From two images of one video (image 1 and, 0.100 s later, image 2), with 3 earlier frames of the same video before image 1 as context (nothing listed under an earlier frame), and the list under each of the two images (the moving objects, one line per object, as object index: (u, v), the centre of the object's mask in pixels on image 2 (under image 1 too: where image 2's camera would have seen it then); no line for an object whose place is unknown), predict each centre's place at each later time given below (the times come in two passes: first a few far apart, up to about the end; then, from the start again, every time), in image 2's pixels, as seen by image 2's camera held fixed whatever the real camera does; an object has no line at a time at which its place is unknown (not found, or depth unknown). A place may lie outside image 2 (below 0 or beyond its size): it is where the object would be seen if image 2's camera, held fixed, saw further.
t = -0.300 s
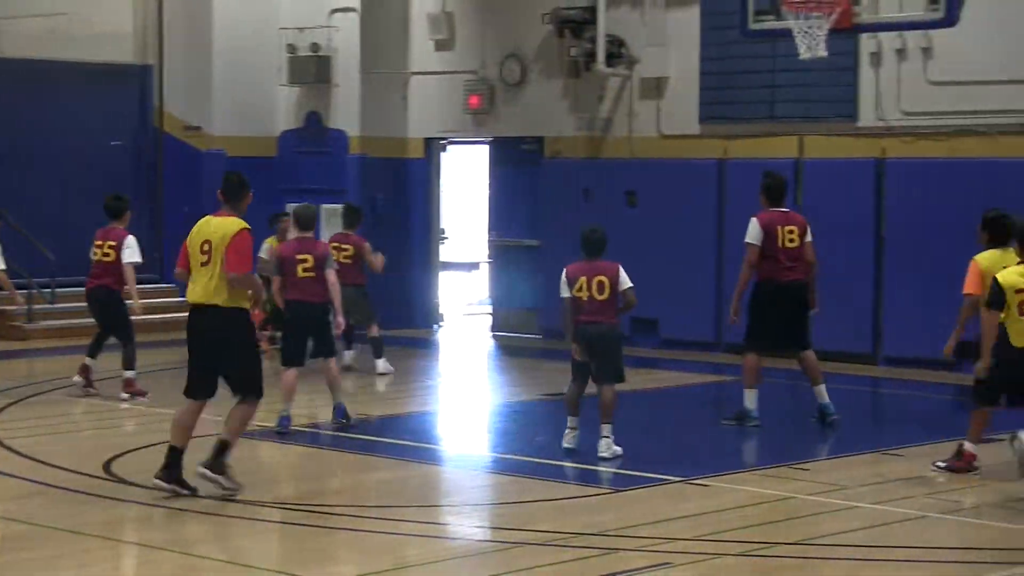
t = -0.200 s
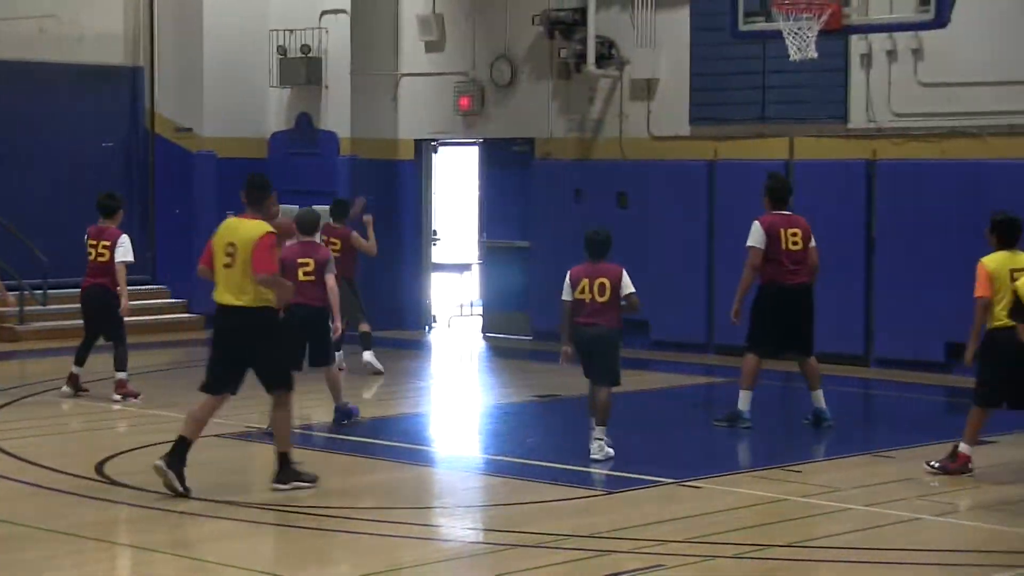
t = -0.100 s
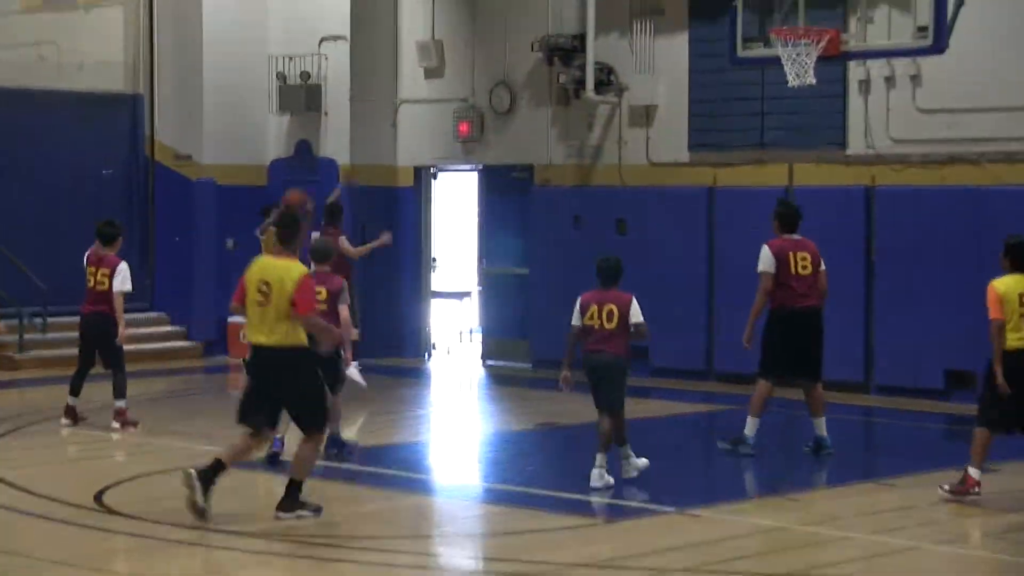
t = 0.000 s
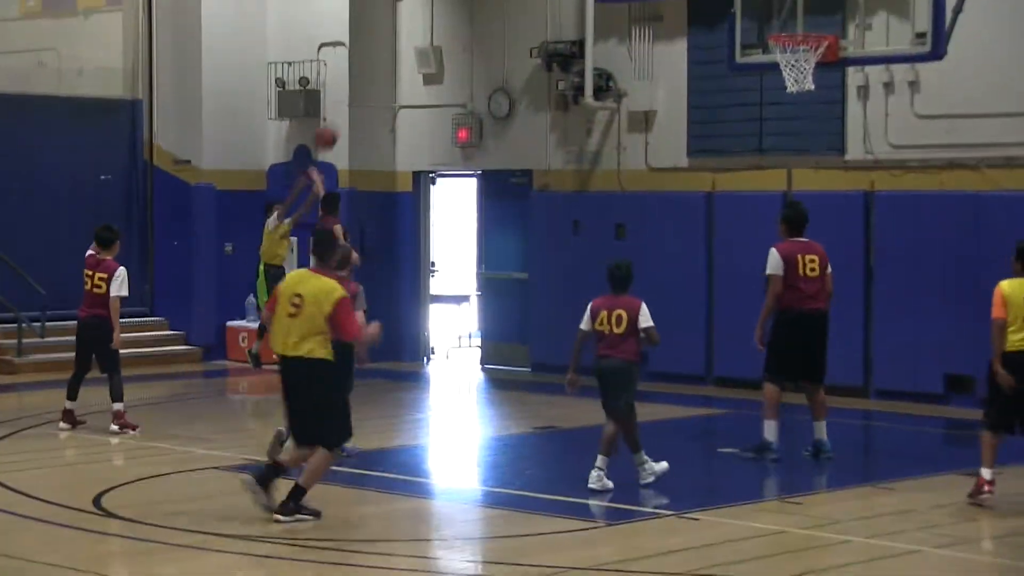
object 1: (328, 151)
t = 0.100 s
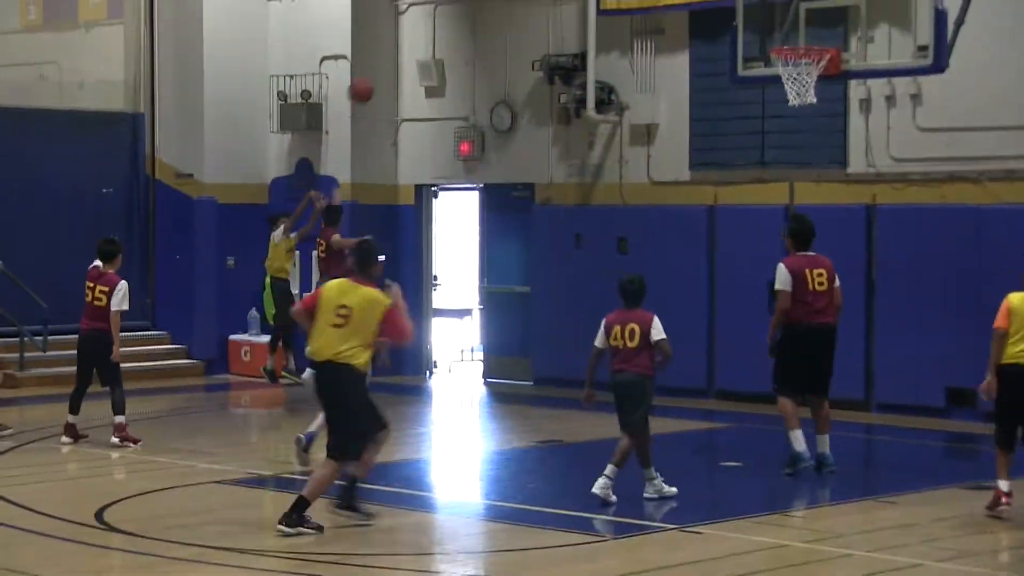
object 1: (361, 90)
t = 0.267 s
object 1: (419, 9)
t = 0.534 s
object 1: (520, -67)
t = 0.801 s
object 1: (628, -61)
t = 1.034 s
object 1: (729, 18)
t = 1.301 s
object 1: (662, 161)
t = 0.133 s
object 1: (371, 73)
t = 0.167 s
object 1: (383, 55)
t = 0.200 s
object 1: (396, 39)
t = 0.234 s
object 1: (408, 22)
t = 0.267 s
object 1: (419, 9)
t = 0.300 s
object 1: (432, -4)
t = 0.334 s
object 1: (445, -12)
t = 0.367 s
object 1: (457, -22)
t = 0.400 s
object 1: (469, -37)
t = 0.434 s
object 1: (482, -47)
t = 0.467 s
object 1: (494, -51)
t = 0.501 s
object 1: (507, -60)
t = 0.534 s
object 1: (520, -67)
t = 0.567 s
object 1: (533, -71)
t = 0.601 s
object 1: (546, -74)
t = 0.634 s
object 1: (559, -75)
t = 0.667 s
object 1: (573, -75)
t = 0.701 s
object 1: (586, -73)
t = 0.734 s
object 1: (600, -71)
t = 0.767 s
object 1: (614, -67)
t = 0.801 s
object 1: (628, -61)
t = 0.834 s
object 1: (642, -54)
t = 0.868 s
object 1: (656, -46)
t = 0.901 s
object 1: (671, -38)
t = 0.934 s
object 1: (685, -26)
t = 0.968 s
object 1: (701, -14)
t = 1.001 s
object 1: (716, 3)
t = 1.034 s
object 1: (729, 18)
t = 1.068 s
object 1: (745, 34)
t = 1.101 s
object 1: (756, 51)
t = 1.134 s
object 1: (741, 66)
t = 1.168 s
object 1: (724, 83)
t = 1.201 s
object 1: (710, 99)
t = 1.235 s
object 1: (693, 118)
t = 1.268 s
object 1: (677, 140)
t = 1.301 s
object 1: (662, 161)
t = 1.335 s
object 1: (647, 183)
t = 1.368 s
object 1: (631, 208)
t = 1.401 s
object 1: (615, 231)
